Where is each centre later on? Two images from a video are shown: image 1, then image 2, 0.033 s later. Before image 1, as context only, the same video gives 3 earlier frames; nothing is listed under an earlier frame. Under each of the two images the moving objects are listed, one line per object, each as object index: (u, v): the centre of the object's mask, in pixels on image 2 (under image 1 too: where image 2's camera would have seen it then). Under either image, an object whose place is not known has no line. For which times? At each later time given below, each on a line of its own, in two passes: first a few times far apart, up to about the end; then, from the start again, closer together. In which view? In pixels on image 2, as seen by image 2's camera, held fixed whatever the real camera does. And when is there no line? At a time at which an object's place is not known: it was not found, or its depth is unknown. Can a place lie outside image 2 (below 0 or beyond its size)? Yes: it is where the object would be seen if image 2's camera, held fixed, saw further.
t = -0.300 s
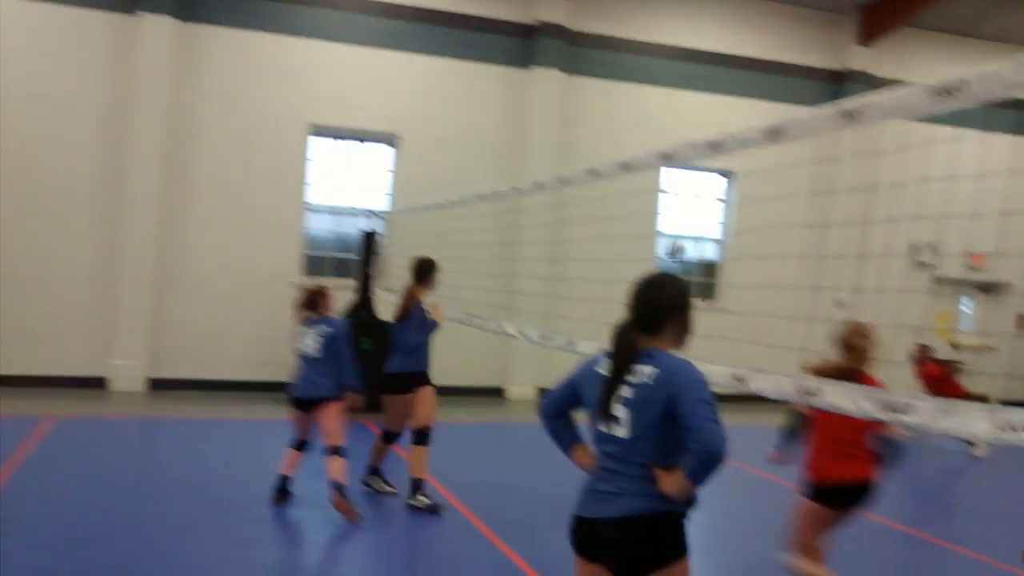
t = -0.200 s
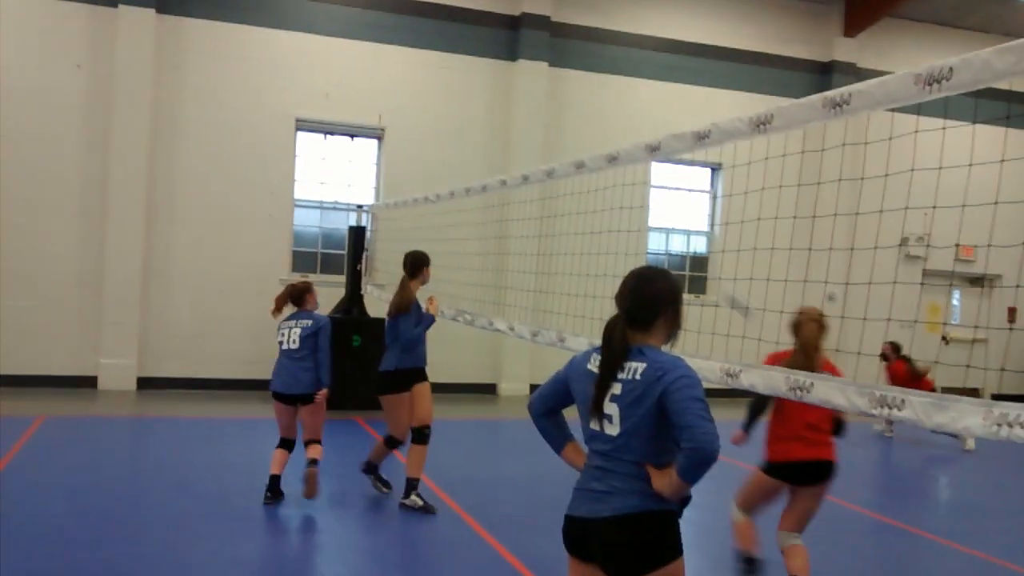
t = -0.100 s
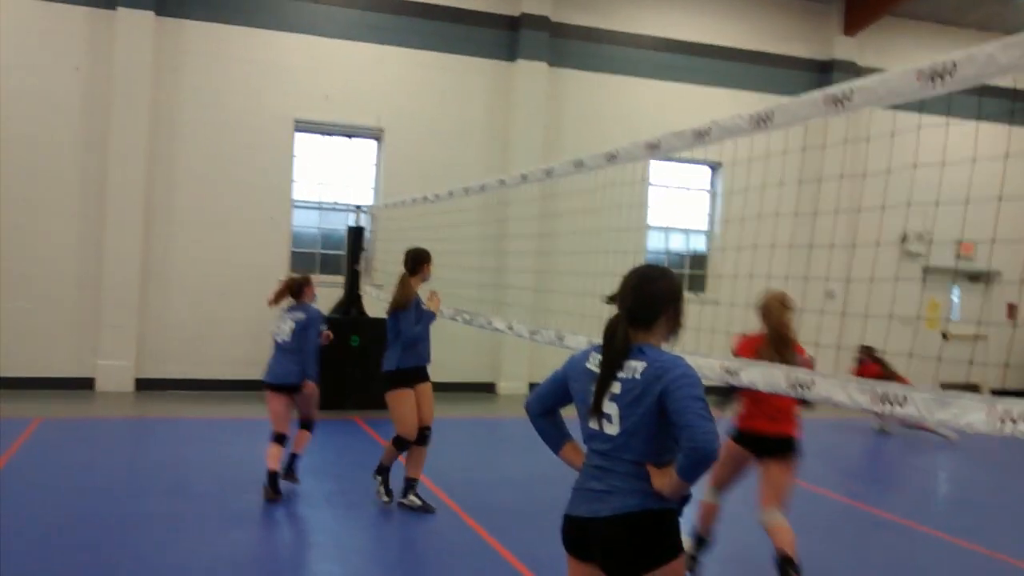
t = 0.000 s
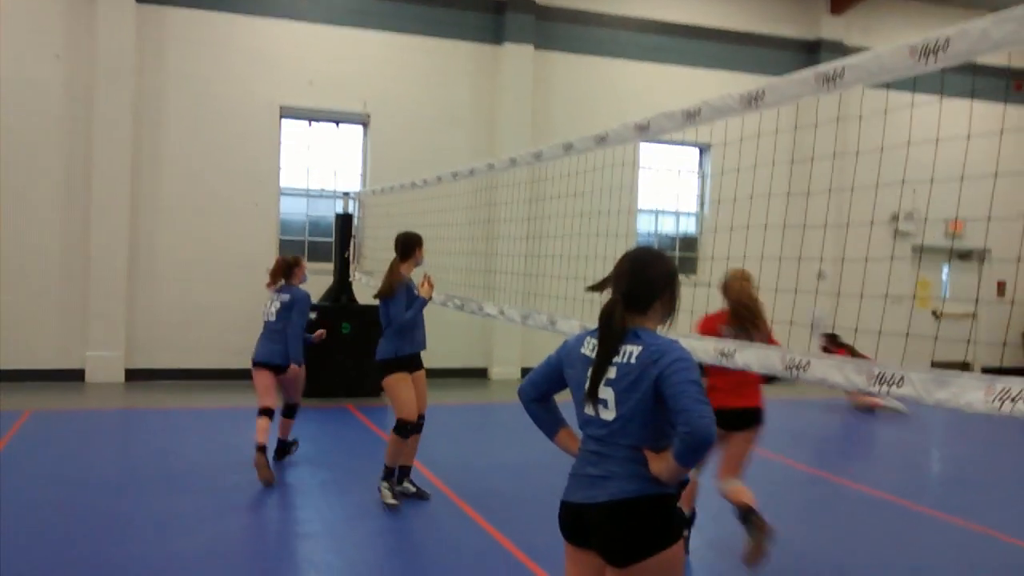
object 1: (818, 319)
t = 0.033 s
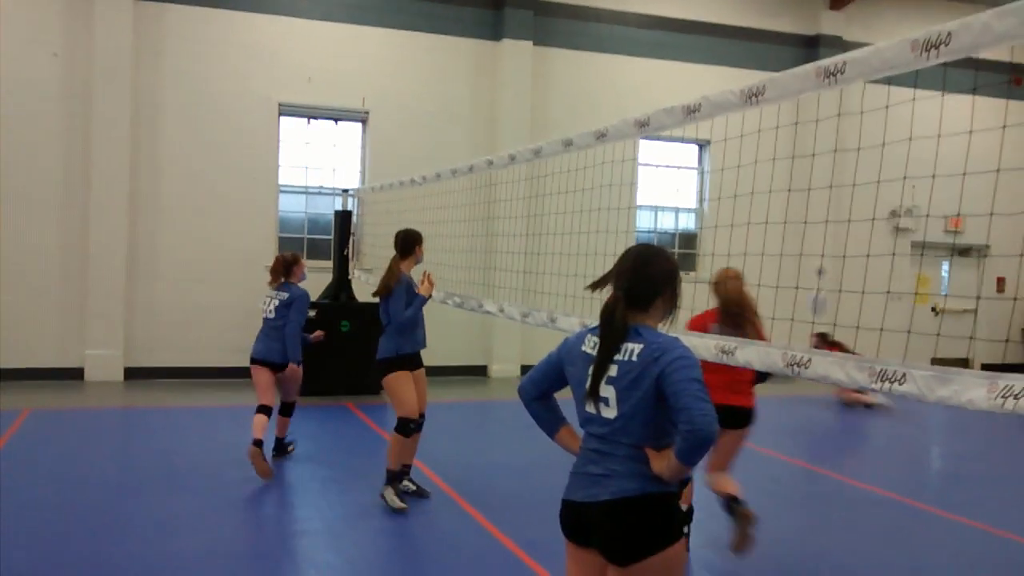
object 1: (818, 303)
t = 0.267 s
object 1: (827, 200)
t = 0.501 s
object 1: (836, 131)
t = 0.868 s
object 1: (853, 125)
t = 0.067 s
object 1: (820, 283)
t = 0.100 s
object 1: (820, 270)
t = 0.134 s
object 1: (820, 257)
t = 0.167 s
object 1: (821, 239)
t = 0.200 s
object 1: (823, 225)
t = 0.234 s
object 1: (825, 211)
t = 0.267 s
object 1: (827, 200)
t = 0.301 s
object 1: (827, 186)
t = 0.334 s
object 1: (829, 175)
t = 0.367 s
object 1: (831, 165)
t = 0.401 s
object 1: (832, 155)
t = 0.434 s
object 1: (834, 146)
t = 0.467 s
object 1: (835, 138)
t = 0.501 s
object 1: (836, 131)
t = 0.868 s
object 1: (853, 125)
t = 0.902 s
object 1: (856, 131)
